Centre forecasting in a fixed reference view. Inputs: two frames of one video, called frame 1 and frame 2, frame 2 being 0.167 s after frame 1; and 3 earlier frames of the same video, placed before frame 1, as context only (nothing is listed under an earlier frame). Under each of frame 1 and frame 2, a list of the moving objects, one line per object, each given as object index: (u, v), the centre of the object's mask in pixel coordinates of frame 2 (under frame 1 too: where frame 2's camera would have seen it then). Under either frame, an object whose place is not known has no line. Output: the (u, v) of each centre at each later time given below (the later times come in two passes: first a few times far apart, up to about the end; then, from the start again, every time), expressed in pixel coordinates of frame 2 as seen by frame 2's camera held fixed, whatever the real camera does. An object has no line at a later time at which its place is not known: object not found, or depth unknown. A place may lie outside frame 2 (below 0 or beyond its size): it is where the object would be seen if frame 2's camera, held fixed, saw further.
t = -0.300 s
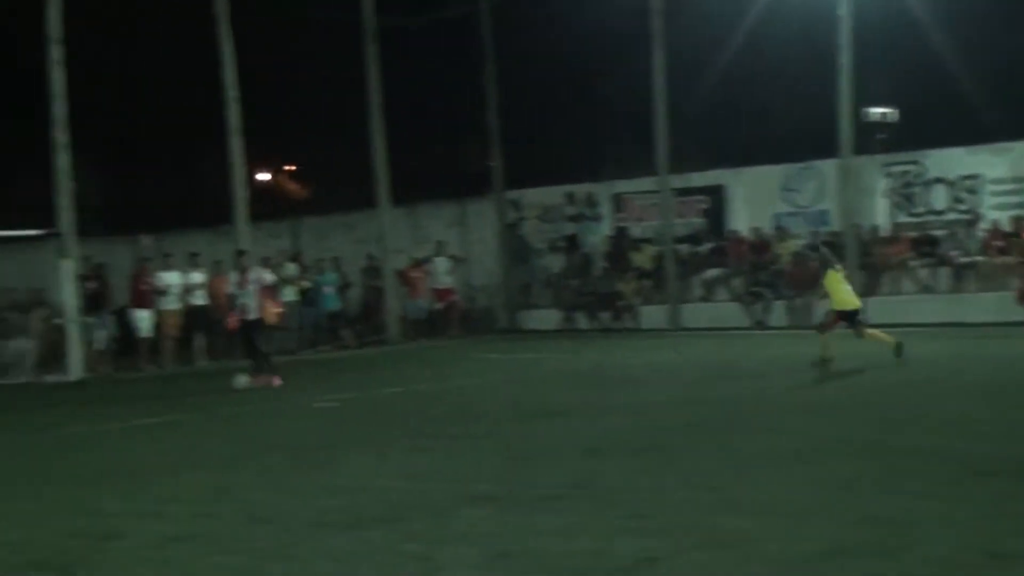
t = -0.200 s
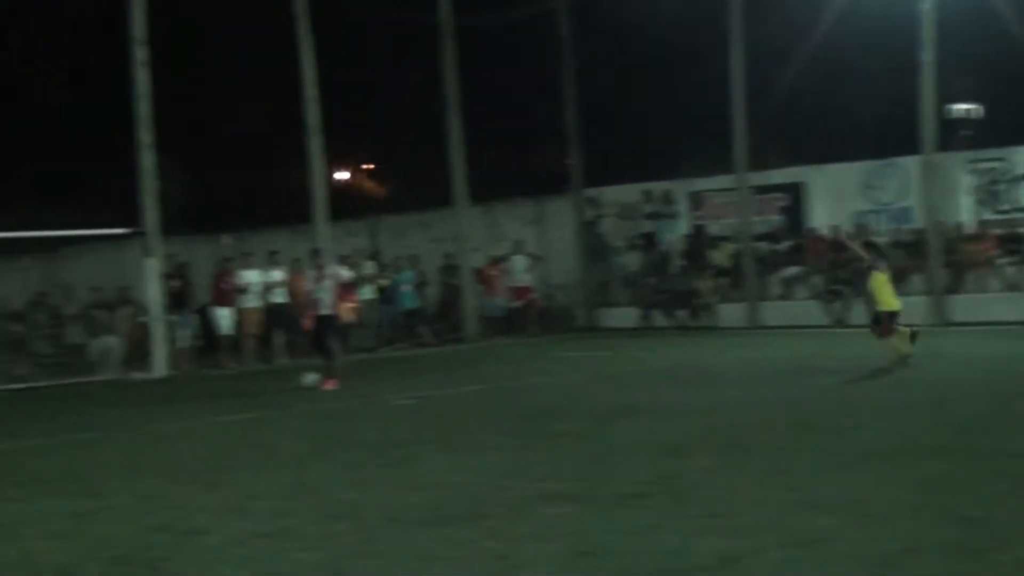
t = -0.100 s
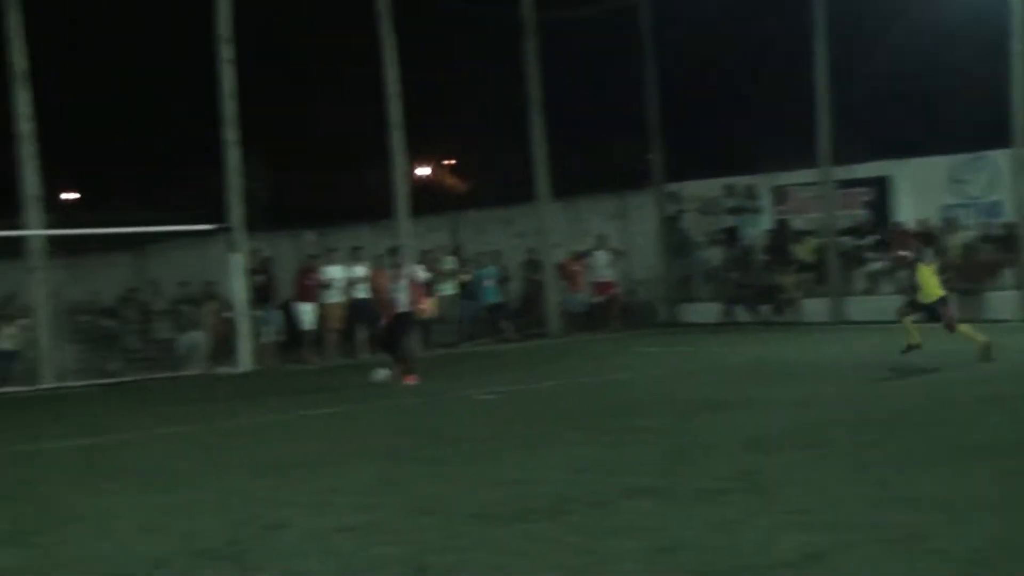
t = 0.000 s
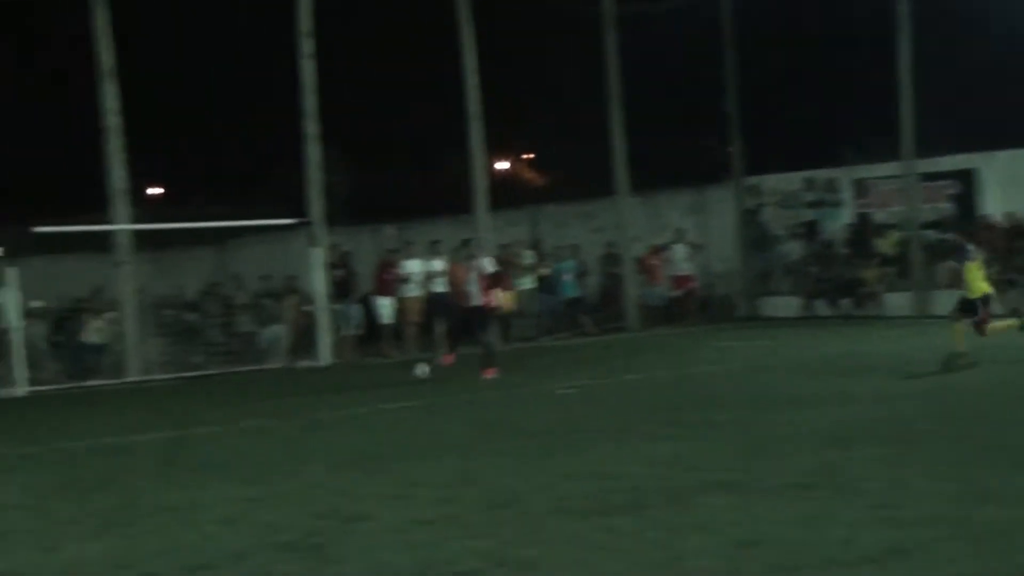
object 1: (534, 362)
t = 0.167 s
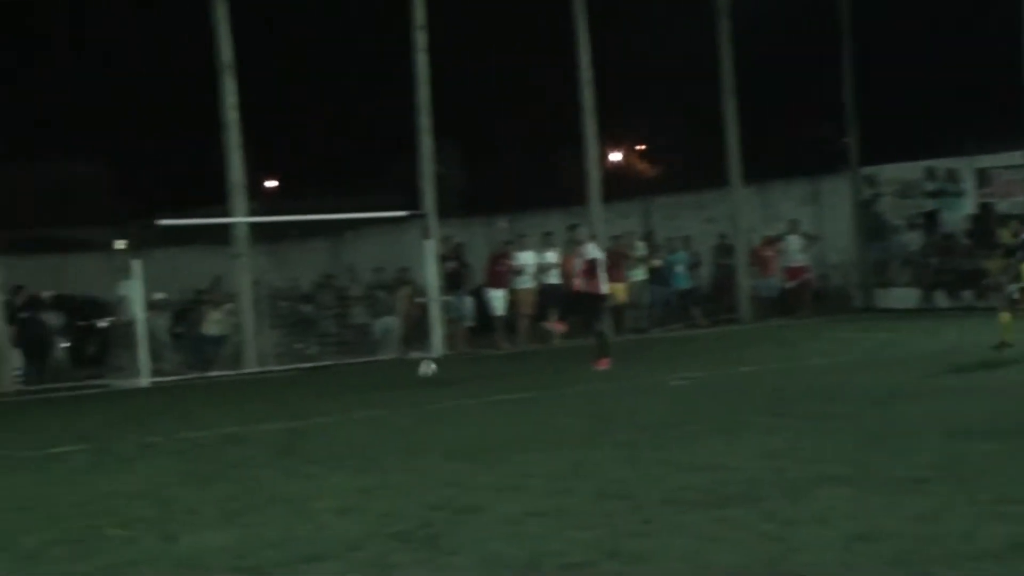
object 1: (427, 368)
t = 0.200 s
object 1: (404, 374)
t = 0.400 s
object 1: (269, 394)
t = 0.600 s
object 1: (131, 412)
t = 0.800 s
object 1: (-15, 422)
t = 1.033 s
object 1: (-212, 444)
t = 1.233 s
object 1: (-411, 477)
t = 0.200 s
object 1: (404, 374)
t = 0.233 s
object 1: (381, 380)
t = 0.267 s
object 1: (357, 386)
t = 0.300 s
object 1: (335, 386)
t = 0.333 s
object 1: (313, 389)
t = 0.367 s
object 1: (291, 390)
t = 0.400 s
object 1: (269, 394)
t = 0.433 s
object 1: (245, 399)
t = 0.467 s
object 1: (222, 403)
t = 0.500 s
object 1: (200, 403)
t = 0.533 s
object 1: (177, 405)
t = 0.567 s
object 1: (154, 408)
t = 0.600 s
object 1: (131, 412)
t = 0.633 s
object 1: (107, 417)
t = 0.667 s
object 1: (83, 418)
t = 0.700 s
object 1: (60, 417)
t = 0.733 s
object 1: (35, 418)
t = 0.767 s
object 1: (10, 419)
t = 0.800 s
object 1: (-15, 422)
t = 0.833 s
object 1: (-42, 427)
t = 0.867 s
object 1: (-68, 433)
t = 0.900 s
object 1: (-96, 441)
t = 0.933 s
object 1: (-124, 449)
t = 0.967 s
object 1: (-152, 445)
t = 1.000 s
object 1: (-182, 444)
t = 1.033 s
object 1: (-212, 444)
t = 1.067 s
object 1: (-242, 445)
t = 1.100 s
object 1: (-274, 448)
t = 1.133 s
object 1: (-307, 453)
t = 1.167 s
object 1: (-341, 459)
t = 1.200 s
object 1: (-375, 468)
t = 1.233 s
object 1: (-411, 477)
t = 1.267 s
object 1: (-442, 487)
